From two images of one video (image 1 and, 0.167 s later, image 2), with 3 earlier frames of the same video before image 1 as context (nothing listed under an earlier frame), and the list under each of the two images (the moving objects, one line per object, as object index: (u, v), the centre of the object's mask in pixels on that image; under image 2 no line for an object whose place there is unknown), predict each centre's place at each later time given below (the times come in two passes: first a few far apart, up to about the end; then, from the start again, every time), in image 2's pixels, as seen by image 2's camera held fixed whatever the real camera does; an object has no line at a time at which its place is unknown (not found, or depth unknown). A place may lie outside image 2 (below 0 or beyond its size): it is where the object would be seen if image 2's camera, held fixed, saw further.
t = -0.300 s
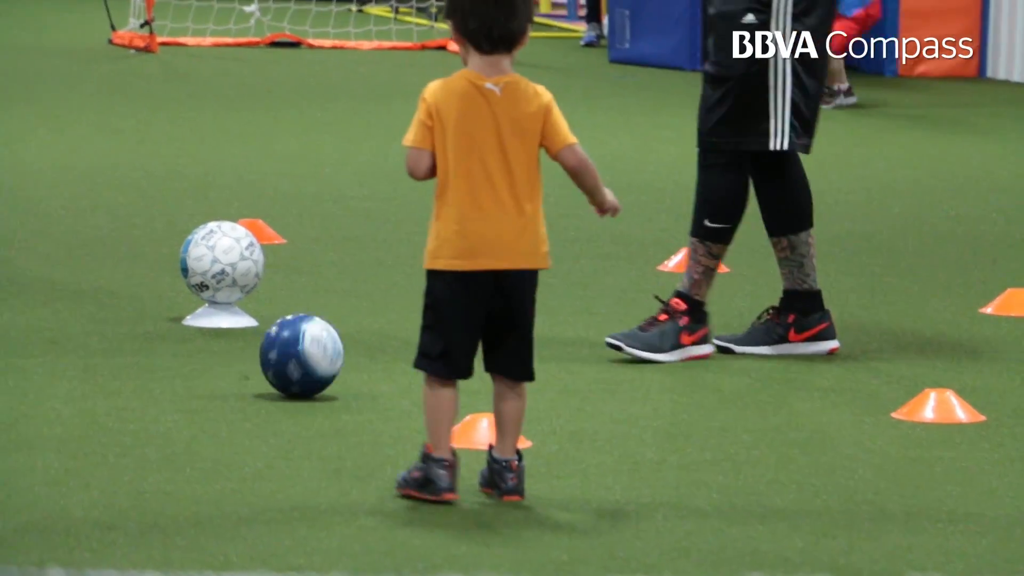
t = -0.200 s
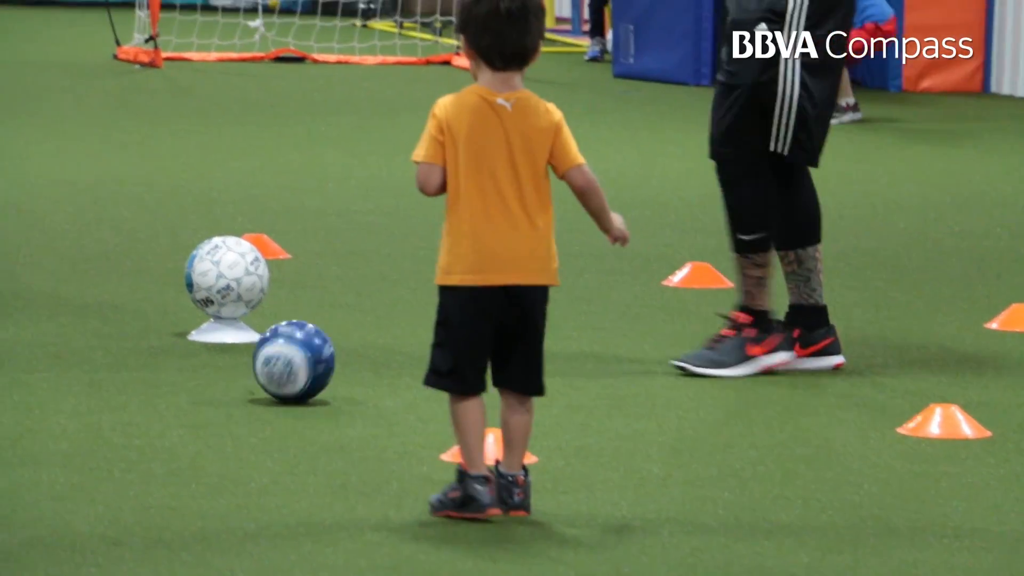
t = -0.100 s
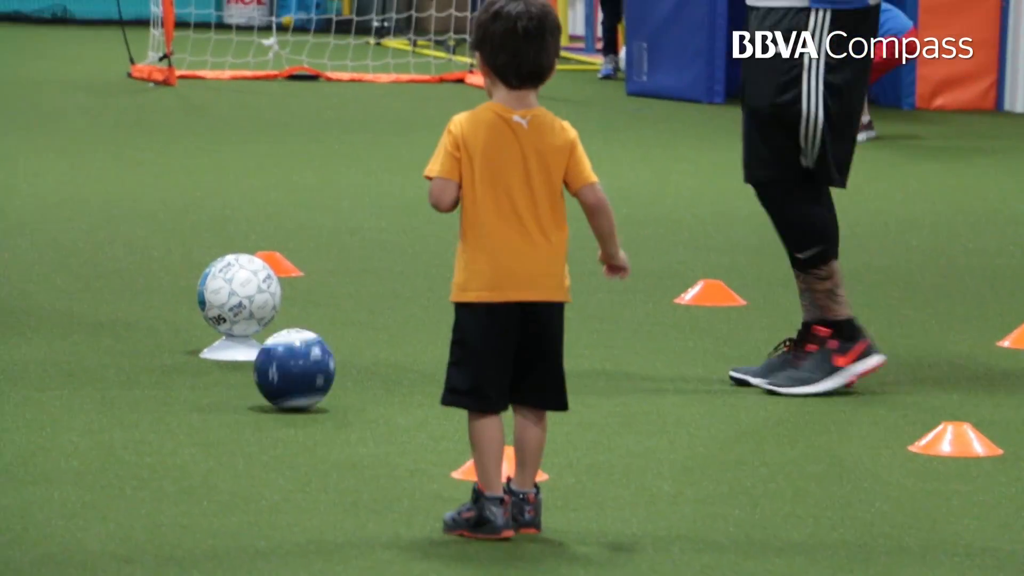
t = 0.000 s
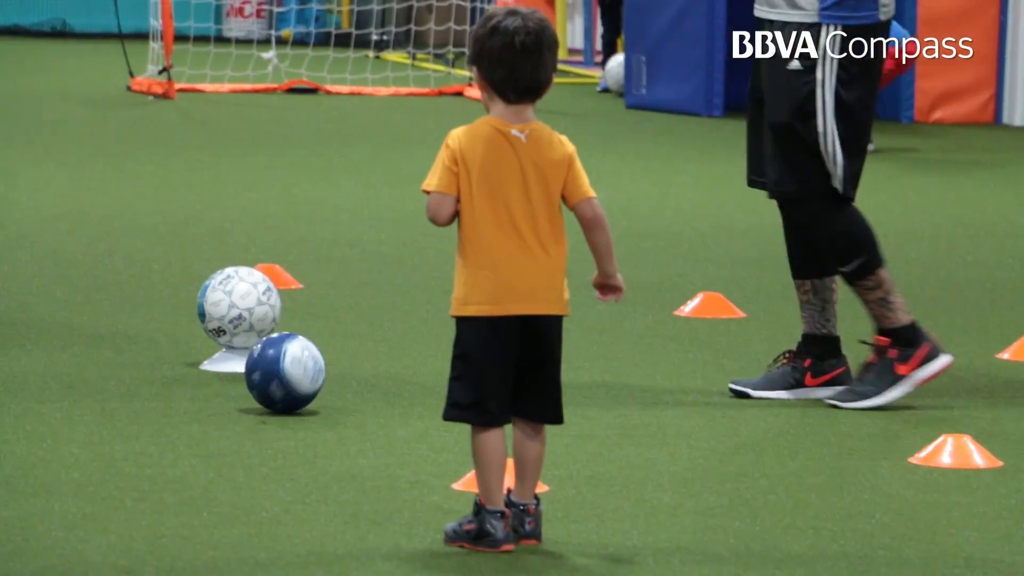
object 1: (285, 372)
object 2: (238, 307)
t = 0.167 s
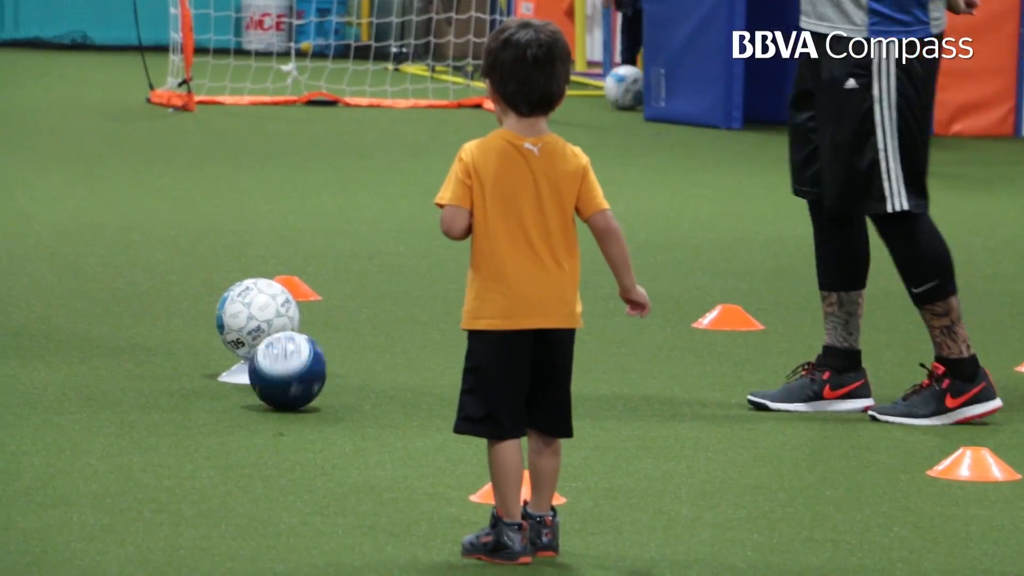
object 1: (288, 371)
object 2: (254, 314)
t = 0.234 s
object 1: (283, 365)
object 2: (253, 312)
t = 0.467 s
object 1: (268, 349)
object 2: (251, 304)
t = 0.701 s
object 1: (283, 345)
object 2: (232, 315)
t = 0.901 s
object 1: (310, 347)
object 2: (233, 324)
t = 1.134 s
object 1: (340, 348)
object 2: (234, 321)
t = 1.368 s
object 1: (366, 348)
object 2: (240, 317)
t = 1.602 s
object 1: (381, 348)
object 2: (250, 314)
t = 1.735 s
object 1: (384, 348)
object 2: (258, 312)
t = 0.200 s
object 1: (285, 367)
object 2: (254, 313)
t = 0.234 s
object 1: (283, 365)
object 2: (253, 312)
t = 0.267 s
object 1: (281, 363)
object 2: (253, 311)
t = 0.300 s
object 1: (278, 361)
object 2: (253, 310)
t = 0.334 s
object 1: (276, 358)
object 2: (252, 309)
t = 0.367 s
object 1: (274, 356)
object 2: (252, 308)
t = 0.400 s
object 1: (272, 354)
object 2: (252, 307)
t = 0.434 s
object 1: (269, 352)
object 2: (252, 305)
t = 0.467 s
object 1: (268, 349)
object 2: (251, 304)
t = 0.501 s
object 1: (270, 350)
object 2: (248, 303)
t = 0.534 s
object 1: (272, 349)
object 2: (244, 304)
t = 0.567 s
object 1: (273, 349)
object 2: (239, 309)
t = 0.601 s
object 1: (274, 348)
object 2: (233, 318)
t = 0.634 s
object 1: (277, 346)
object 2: (230, 322)
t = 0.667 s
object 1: (280, 345)
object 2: (231, 317)
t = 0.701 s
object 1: (283, 345)
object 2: (232, 315)
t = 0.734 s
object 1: (287, 345)
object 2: (231, 317)
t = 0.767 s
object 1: (293, 347)
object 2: (231, 323)
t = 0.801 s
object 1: (297, 347)
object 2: (232, 323)
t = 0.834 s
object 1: (302, 347)
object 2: (233, 322)
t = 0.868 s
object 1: (307, 347)
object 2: (234, 323)
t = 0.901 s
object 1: (310, 347)
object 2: (233, 324)
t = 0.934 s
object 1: (315, 348)
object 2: (233, 322)
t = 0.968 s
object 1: (319, 348)
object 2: (233, 323)
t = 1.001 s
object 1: (324, 348)
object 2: (233, 322)
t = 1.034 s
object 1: (328, 348)
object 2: (233, 322)
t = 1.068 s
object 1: (332, 348)
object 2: (233, 322)
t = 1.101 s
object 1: (336, 348)
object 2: (234, 321)
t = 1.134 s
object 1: (340, 348)
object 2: (234, 321)
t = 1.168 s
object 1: (344, 348)
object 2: (234, 320)
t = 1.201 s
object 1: (348, 348)
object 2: (235, 320)
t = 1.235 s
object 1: (352, 348)
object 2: (235, 319)
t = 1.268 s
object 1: (356, 348)
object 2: (237, 319)
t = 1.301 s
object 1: (359, 348)
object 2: (238, 318)
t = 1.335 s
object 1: (363, 348)
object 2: (239, 318)
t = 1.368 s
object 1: (366, 348)
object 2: (240, 317)
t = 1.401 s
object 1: (369, 348)
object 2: (241, 317)
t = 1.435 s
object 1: (371, 348)
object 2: (242, 316)
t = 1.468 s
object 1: (374, 348)
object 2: (244, 316)
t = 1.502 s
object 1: (376, 348)
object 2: (245, 315)
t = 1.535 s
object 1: (378, 348)
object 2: (247, 315)
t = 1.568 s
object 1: (379, 348)
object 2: (248, 315)
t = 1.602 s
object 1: (381, 348)
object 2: (250, 314)
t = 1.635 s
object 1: (382, 348)
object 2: (252, 313)
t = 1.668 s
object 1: (383, 348)
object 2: (254, 313)
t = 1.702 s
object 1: (384, 348)
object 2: (255, 313)
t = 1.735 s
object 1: (384, 348)
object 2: (258, 312)
